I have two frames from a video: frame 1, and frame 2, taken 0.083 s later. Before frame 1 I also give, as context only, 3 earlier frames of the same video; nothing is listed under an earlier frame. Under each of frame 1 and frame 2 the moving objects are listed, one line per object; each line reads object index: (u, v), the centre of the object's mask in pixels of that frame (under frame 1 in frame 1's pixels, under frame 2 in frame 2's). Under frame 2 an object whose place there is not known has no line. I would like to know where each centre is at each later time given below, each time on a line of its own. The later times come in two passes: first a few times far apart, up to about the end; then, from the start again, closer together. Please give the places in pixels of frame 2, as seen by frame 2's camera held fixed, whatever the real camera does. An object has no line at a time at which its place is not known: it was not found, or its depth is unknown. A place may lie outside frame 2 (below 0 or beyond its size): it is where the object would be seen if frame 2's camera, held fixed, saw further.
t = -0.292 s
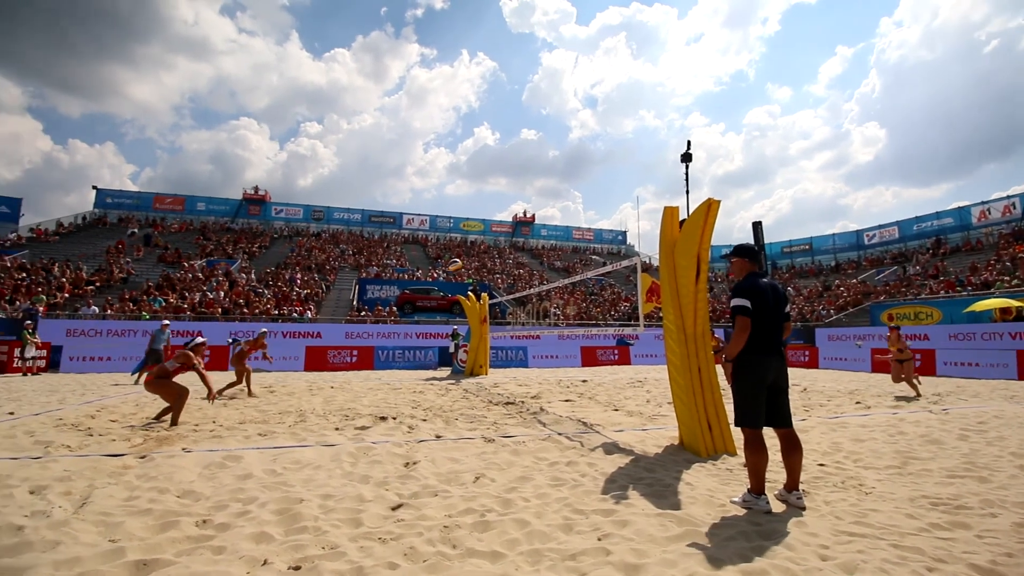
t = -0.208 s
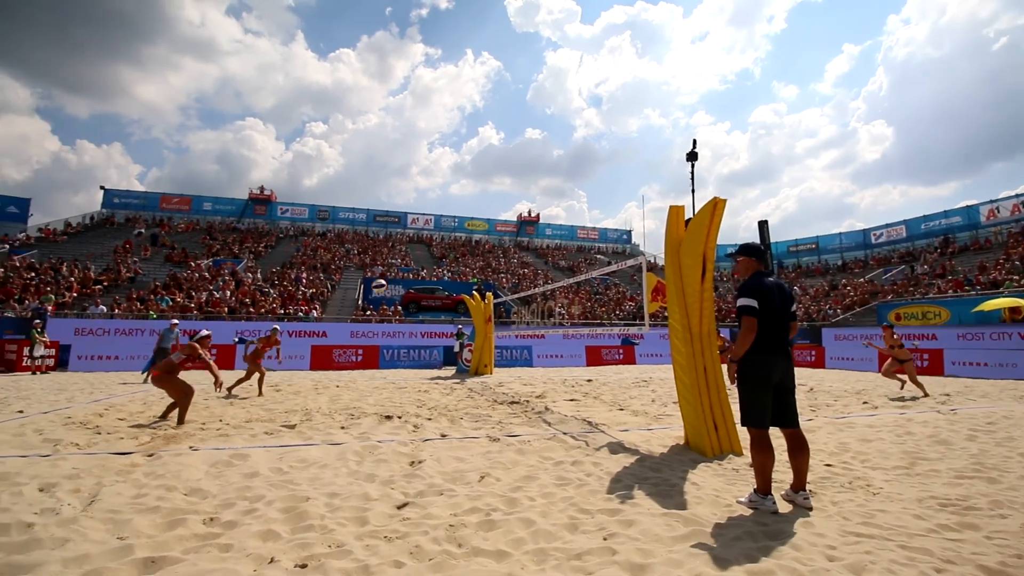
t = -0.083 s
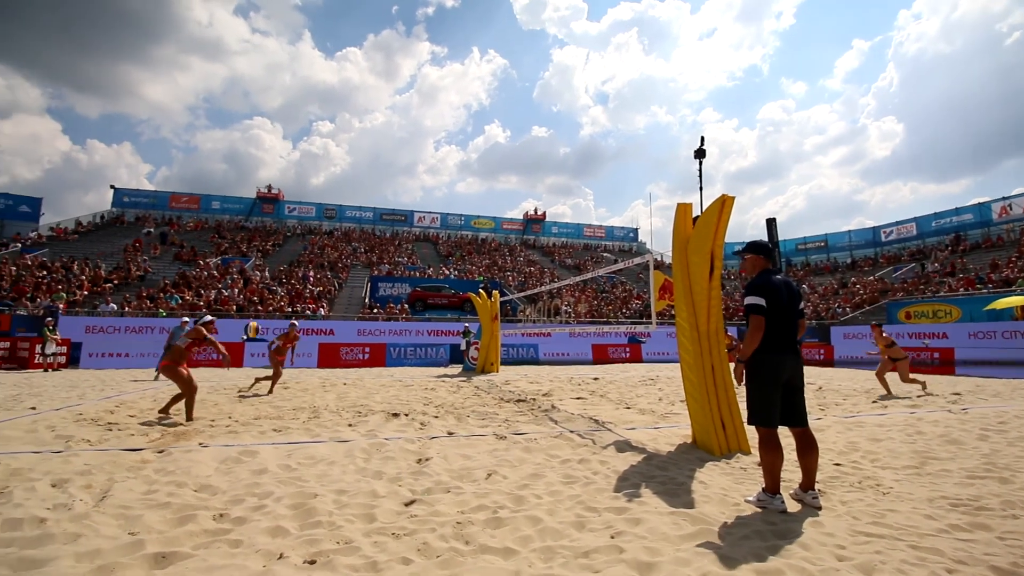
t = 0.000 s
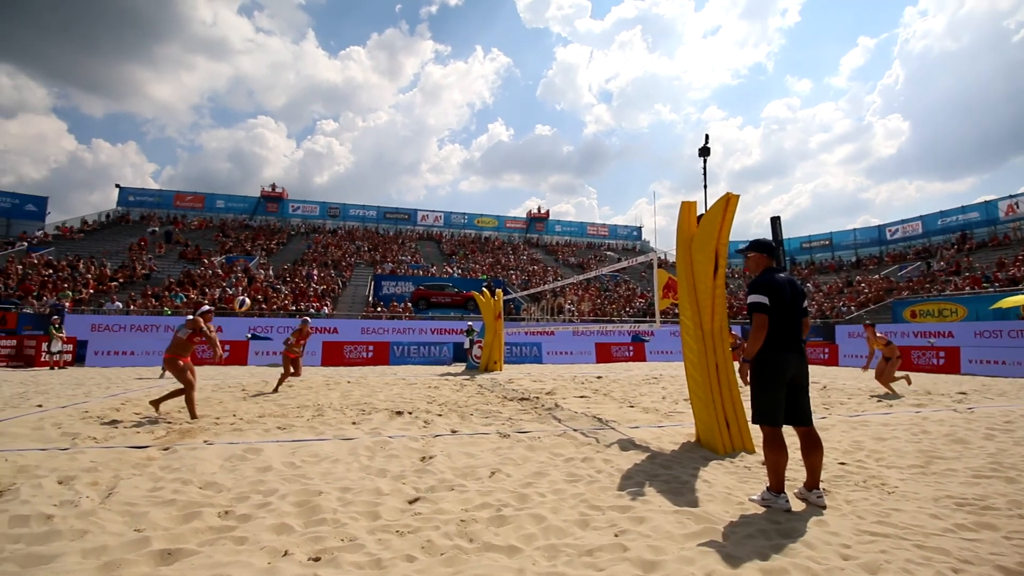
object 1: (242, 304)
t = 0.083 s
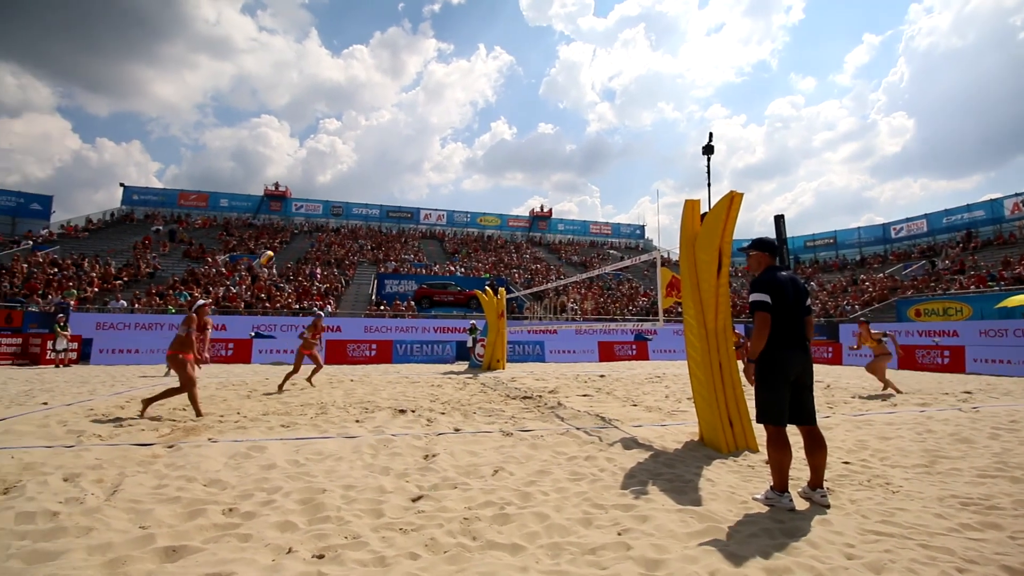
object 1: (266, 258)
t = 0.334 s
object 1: (317, 162)
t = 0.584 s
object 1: (355, 115)
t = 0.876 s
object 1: (390, 105)
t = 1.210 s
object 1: (422, 143)
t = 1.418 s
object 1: (439, 191)
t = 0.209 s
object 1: (295, 203)
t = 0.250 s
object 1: (301, 188)
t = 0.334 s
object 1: (317, 162)
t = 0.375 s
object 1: (323, 151)
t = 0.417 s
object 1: (331, 142)
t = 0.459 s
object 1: (337, 133)
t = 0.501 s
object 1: (343, 126)
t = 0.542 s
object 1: (349, 120)
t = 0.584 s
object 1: (355, 115)
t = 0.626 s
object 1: (361, 111)
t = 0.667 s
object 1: (366, 107)
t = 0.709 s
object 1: (371, 105)
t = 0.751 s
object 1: (376, 104)
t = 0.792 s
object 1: (381, 103)
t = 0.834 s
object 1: (385, 104)
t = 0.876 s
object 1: (390, 105)
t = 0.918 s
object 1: (394, 107)
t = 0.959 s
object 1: (398, 110)
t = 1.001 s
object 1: (403, 114)
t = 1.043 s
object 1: (406, 118)
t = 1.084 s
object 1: (410, 123)
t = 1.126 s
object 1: (414, 129)
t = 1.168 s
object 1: (418, 136)
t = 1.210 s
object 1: (422, 143)
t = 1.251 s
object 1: (425, 151)
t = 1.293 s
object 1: (429, 160)
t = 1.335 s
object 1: (432, 169)
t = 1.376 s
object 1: (436, 180)
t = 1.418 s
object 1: (439, 191)
